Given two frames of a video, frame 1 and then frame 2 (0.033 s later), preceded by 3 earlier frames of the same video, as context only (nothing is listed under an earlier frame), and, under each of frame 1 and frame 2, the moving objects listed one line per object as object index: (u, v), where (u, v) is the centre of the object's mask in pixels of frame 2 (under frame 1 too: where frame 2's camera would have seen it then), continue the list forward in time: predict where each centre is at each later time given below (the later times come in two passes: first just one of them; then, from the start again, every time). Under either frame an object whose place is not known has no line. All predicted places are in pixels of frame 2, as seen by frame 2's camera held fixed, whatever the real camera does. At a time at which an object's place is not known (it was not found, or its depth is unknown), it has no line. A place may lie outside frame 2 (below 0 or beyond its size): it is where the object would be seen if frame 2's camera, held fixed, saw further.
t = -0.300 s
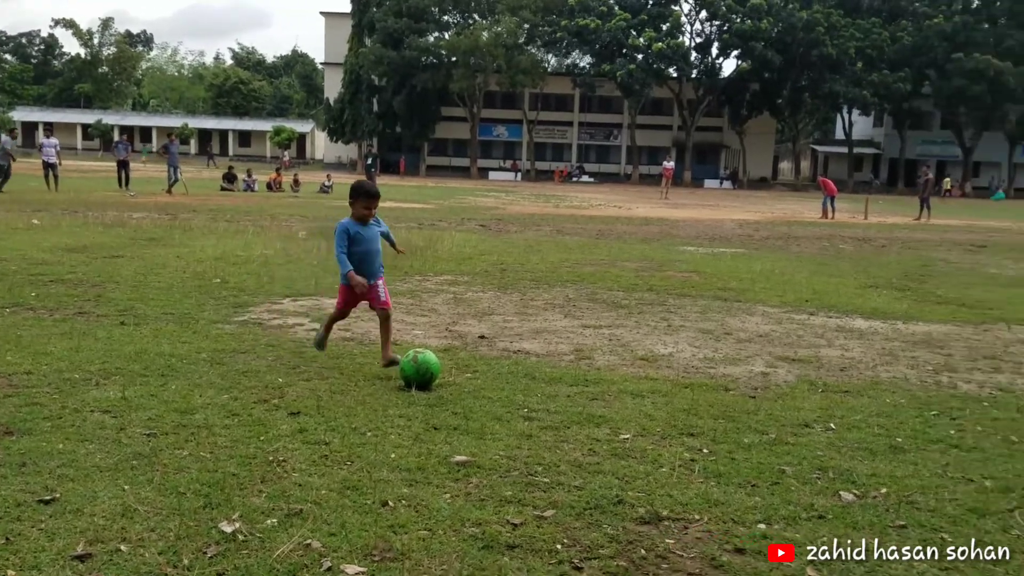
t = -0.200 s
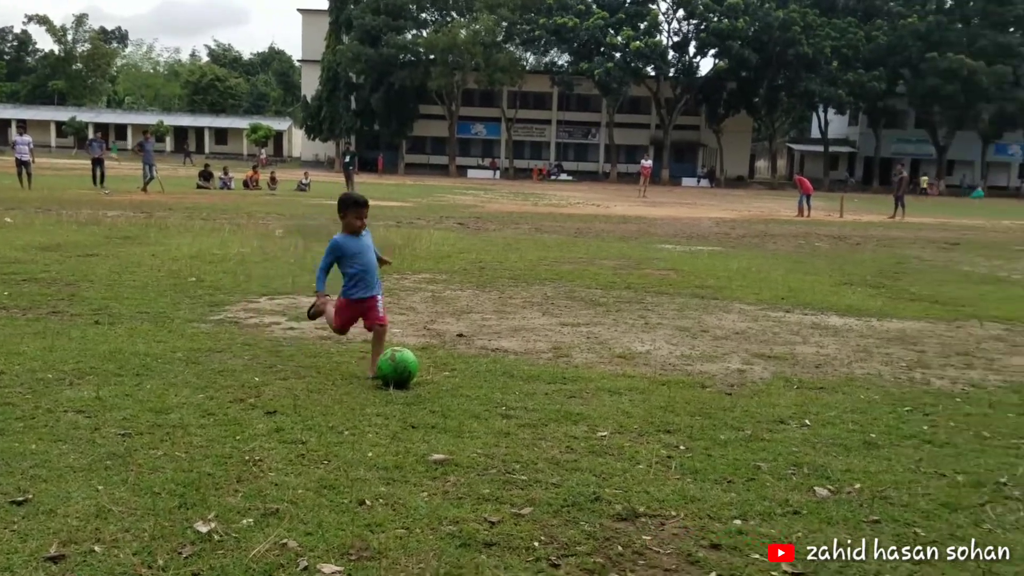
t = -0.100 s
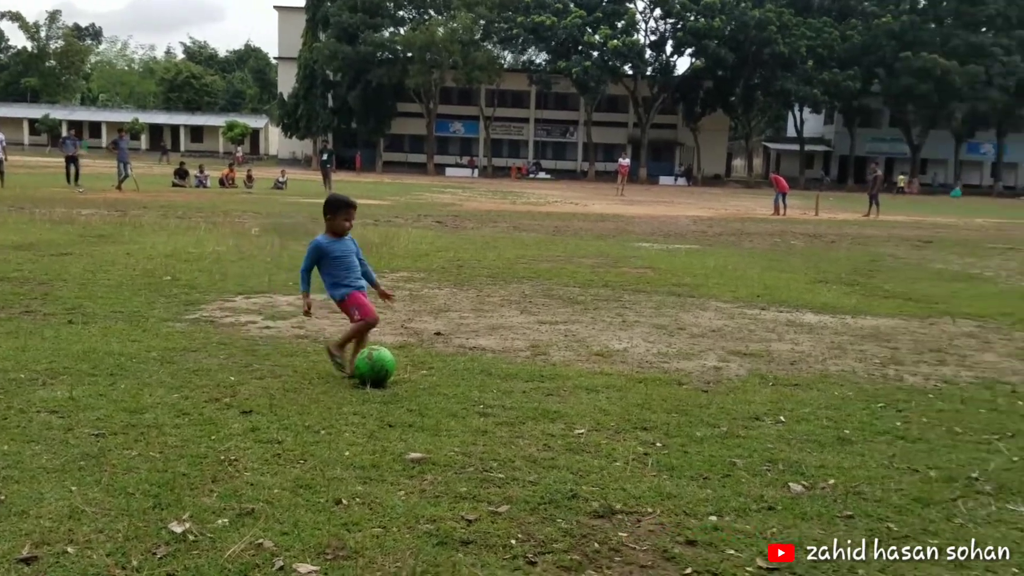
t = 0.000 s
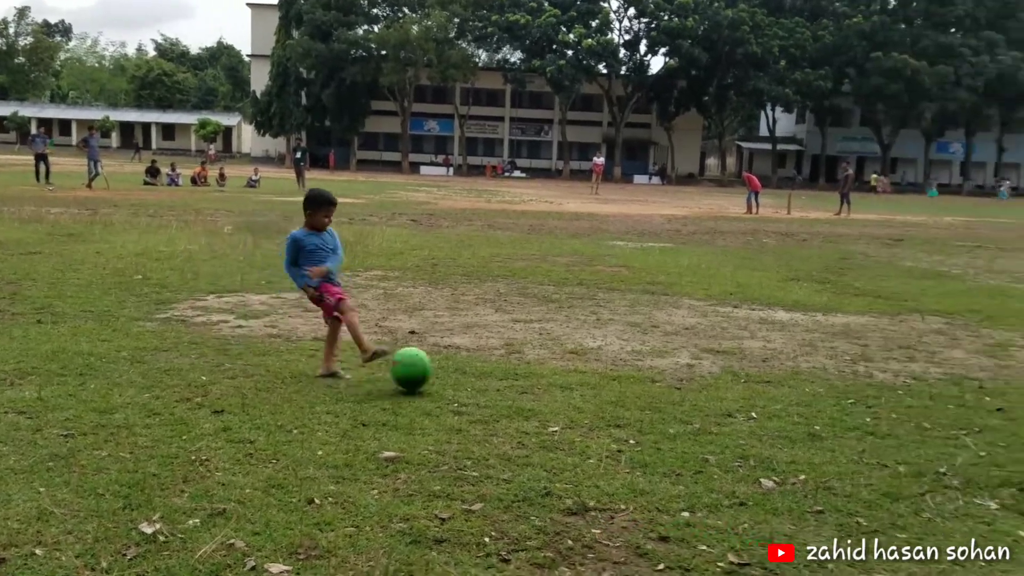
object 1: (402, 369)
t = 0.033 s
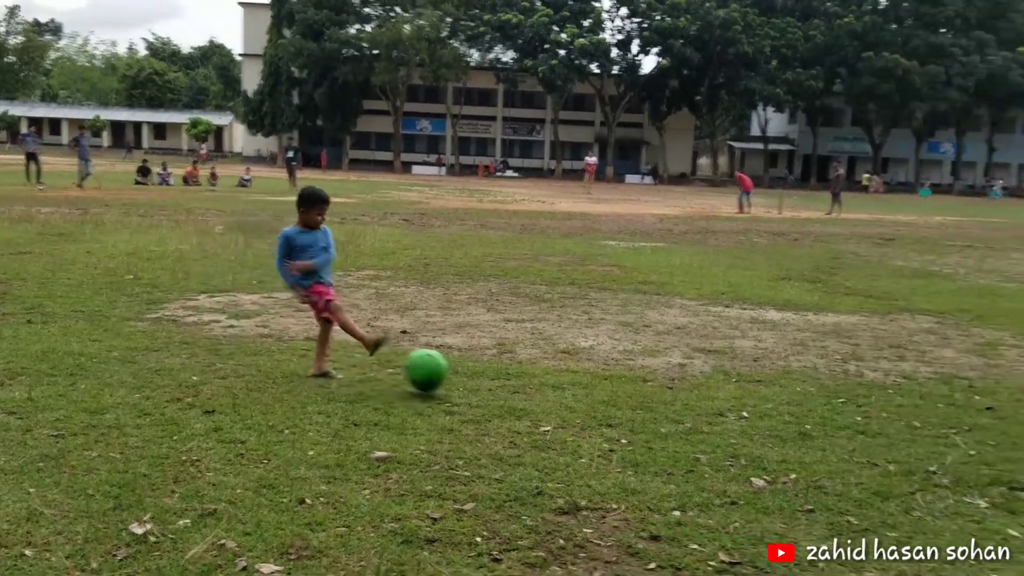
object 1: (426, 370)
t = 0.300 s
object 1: (621, 409)
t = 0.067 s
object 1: (452, 373)
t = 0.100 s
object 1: (479, 380)
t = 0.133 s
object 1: (507, 389)
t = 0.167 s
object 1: (530, 392)
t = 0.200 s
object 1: (553, 392)
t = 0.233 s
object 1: (576, 396)
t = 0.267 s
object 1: (599, 403)
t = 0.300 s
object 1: (621, 409)
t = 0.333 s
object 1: (637, 408)
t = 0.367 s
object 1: (653, 407)
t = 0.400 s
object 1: (668, 410)
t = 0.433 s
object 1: (684, 416)
